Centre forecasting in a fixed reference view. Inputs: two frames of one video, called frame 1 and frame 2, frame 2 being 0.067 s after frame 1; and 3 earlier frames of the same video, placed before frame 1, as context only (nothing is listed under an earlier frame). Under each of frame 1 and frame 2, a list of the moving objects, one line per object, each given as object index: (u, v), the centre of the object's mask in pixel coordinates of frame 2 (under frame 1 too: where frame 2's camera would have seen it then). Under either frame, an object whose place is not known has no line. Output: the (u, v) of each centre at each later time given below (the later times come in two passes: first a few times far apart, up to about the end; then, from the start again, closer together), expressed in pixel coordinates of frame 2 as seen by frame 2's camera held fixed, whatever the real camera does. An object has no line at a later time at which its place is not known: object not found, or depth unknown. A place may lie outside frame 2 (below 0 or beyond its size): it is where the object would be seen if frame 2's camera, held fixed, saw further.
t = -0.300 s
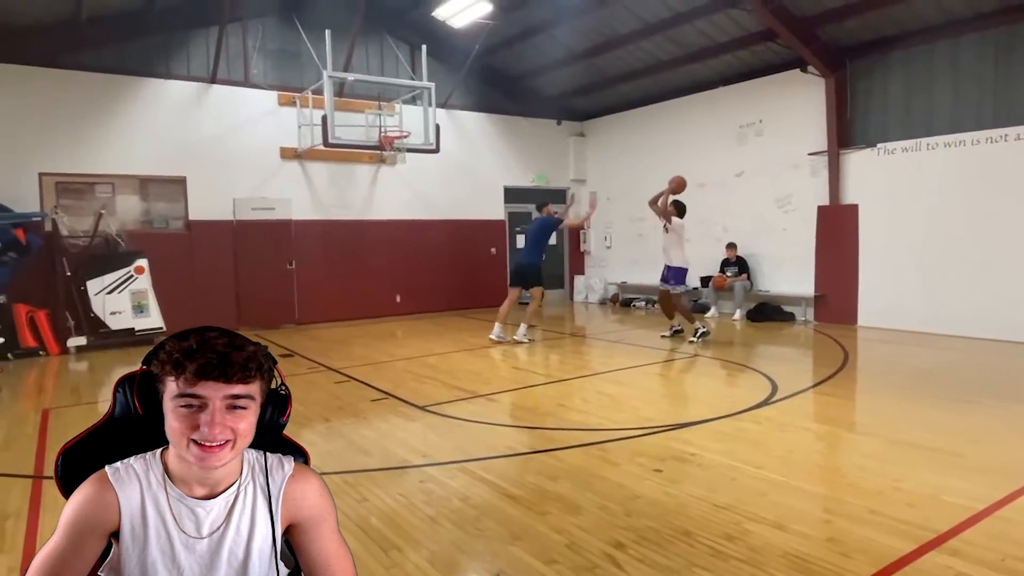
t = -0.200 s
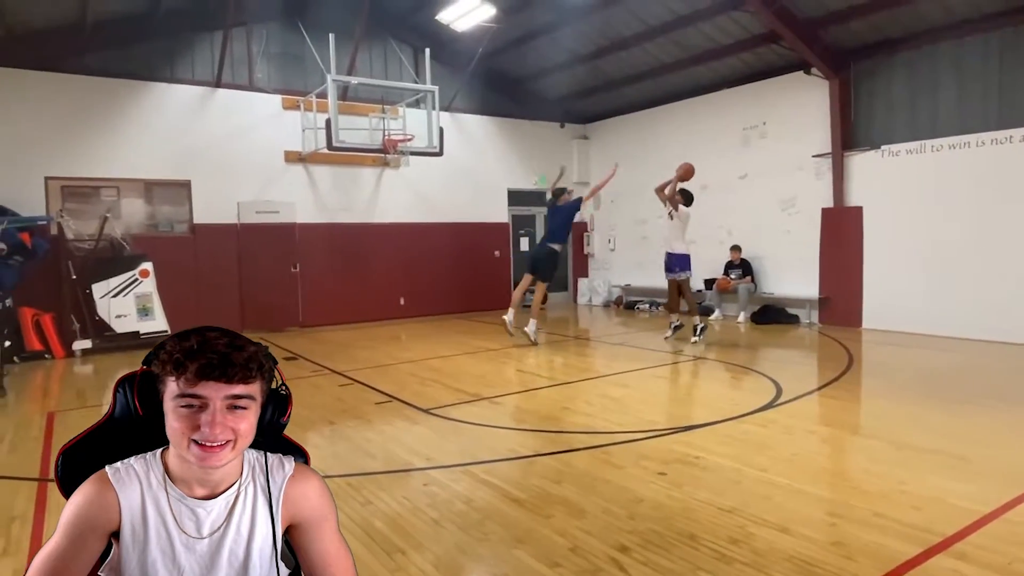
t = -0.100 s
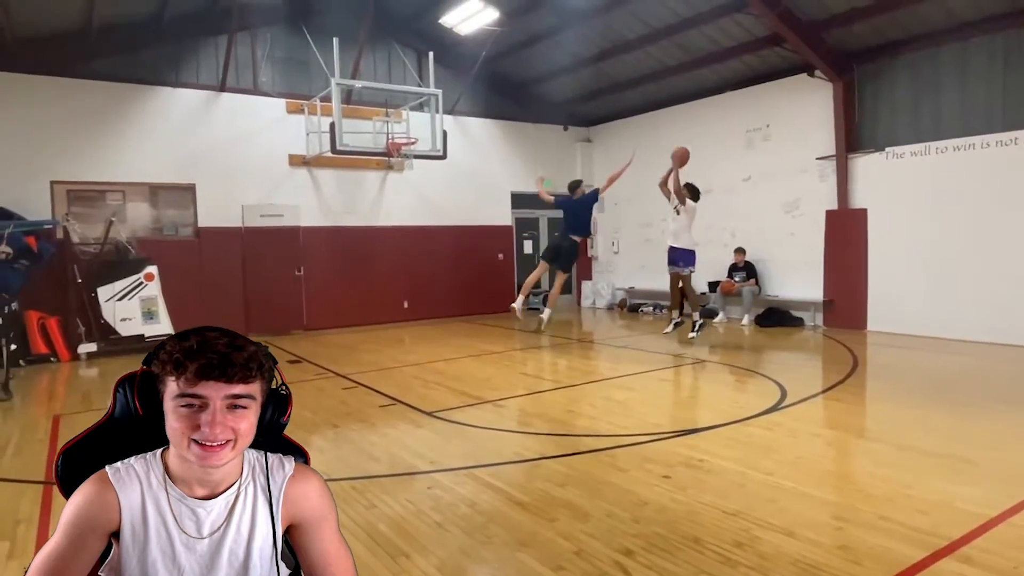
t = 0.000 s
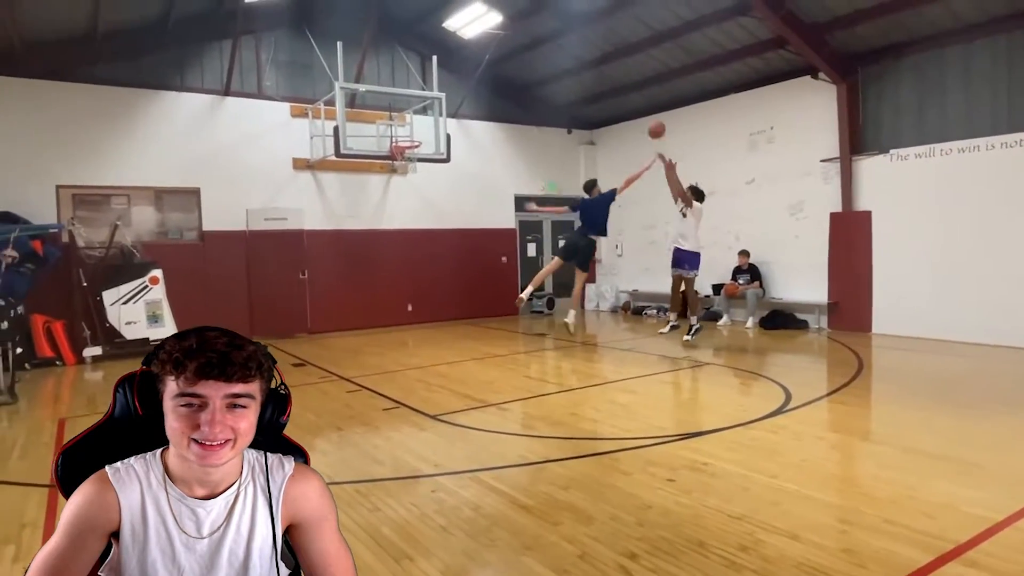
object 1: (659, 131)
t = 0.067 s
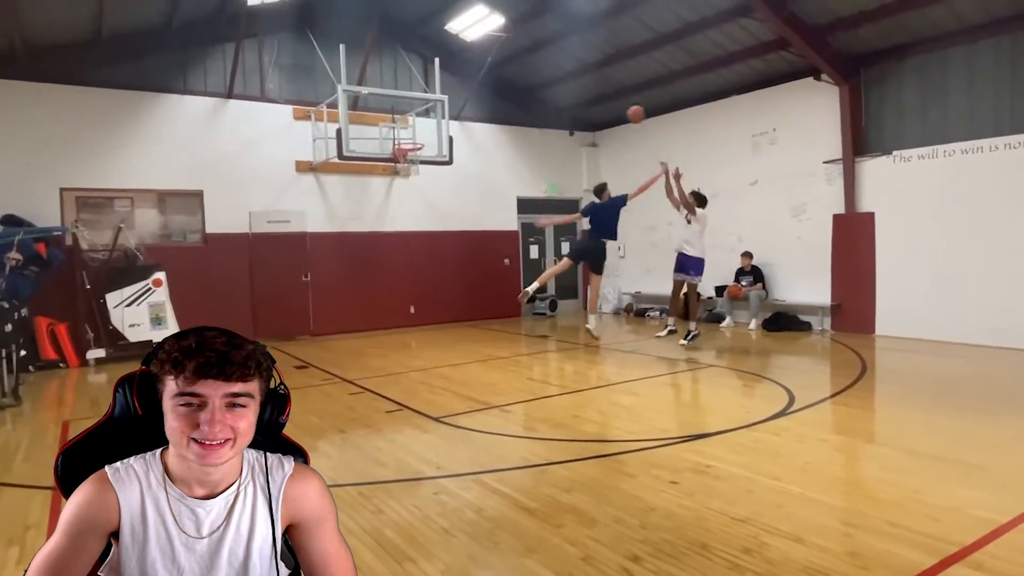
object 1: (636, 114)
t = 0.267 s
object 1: (571, 84)
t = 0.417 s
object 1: (526, 81)
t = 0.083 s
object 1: (630, 110)
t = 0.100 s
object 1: (624, 107)
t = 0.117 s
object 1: (619, 104)
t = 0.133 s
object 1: (613, 100)
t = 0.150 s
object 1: (608, 98)
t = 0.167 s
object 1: (603, 95)
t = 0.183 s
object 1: (596, 91)
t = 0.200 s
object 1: (592, 90)
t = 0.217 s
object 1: (586, 88)
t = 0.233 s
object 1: (581, 87)
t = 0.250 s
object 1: (576, 85)
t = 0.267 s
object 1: (571, 84)
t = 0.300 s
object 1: (561, 82)
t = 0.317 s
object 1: (555, 82)
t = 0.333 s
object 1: (551, 81)
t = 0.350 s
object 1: (545, 80)
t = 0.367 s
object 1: (541, 80)
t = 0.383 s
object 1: (536, 80)
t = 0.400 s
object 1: (531, 81)
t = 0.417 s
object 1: (526, 81)
